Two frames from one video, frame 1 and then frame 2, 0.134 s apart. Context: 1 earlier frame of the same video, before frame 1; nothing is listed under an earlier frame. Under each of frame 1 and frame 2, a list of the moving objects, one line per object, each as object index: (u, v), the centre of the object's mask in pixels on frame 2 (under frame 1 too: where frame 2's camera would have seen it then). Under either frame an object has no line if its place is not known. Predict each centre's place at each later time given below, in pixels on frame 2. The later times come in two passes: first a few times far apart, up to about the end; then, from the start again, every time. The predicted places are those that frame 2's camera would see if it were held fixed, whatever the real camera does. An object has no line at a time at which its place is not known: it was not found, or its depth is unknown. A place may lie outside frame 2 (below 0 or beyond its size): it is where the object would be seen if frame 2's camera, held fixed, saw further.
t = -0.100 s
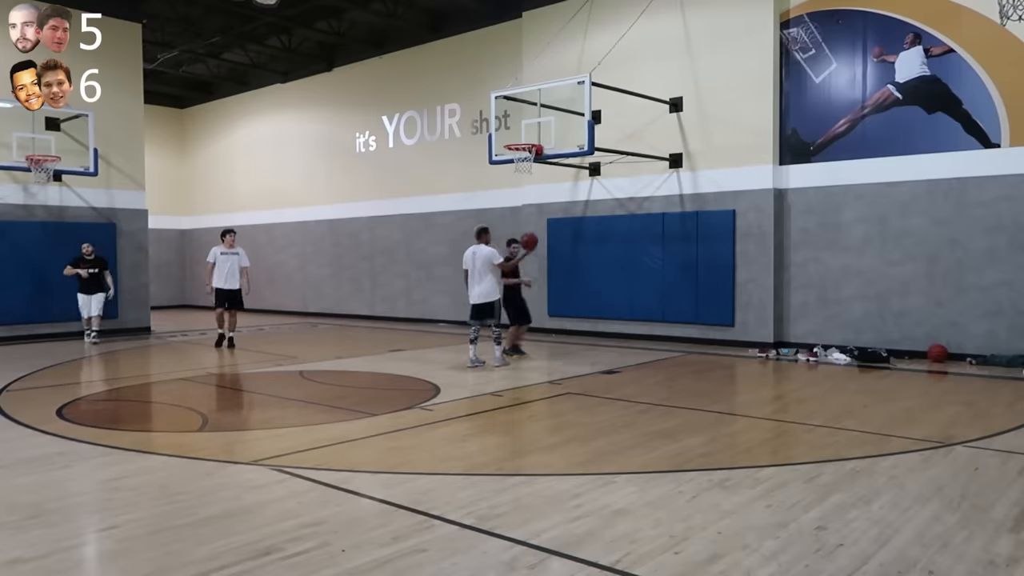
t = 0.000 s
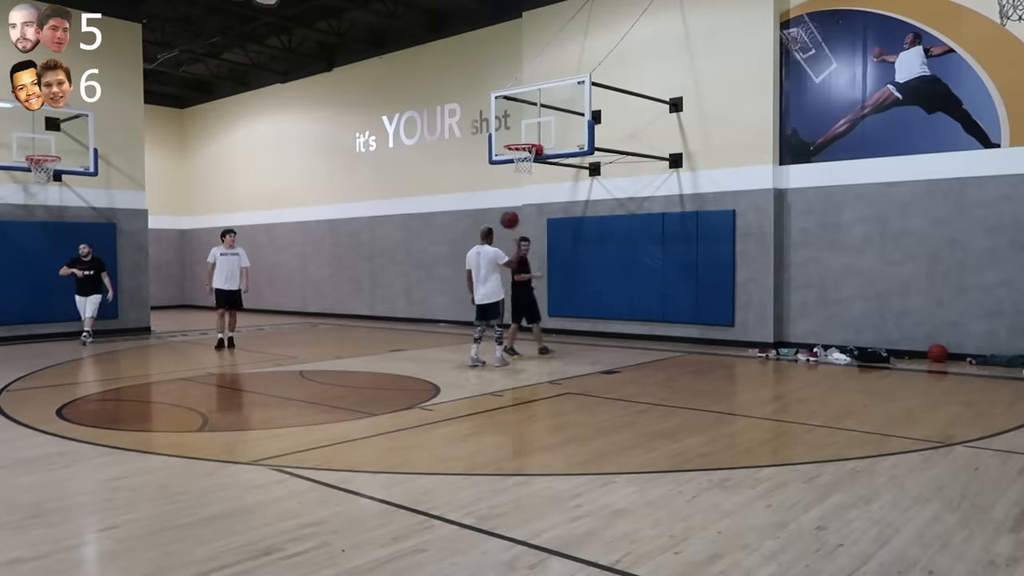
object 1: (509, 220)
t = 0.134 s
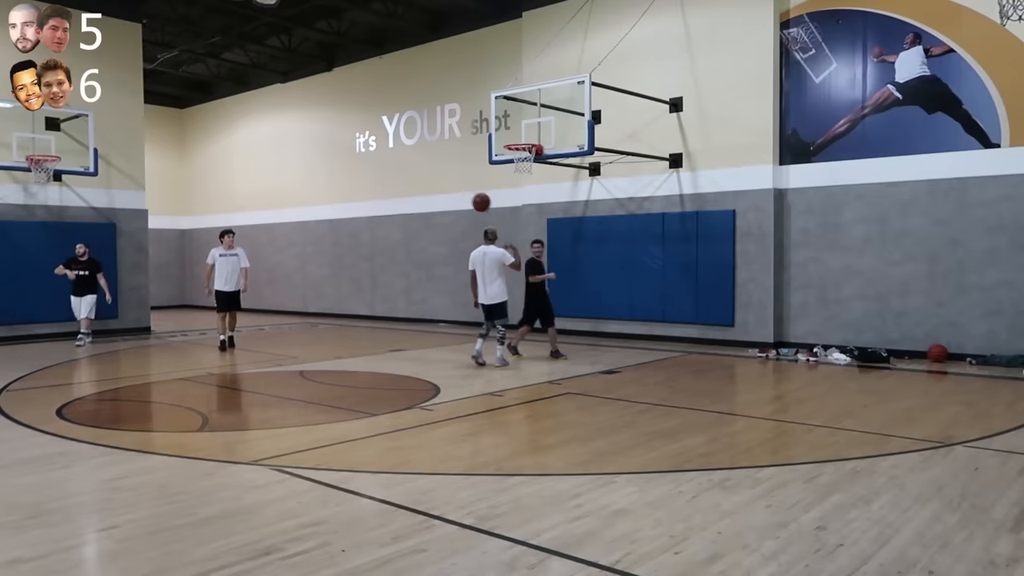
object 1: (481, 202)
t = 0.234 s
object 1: (459, 198)
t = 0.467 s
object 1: (408, 220)
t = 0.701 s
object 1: (356, 288)
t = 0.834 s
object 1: (325, 349)
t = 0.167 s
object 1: (474, 200)
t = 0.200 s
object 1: (467, 198)
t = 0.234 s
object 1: (459, 198)
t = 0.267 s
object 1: (452, 198)
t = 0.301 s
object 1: (445, 199)
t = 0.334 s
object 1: (438, 202)
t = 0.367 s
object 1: (430, 205)
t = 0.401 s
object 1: (423, 209)
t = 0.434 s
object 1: (415, 214)
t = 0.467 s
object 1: (408, 220)
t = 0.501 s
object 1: (401, 227)
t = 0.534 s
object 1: (393, 234)
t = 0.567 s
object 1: (386, 244)
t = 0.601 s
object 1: (378, 253)
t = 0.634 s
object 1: (371, 263)
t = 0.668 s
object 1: (363, 275)
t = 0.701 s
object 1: (356, 288)
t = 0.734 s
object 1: (348, 301)
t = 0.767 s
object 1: (340, 317)
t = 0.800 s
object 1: (332, 332)
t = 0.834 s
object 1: (325, 349)
